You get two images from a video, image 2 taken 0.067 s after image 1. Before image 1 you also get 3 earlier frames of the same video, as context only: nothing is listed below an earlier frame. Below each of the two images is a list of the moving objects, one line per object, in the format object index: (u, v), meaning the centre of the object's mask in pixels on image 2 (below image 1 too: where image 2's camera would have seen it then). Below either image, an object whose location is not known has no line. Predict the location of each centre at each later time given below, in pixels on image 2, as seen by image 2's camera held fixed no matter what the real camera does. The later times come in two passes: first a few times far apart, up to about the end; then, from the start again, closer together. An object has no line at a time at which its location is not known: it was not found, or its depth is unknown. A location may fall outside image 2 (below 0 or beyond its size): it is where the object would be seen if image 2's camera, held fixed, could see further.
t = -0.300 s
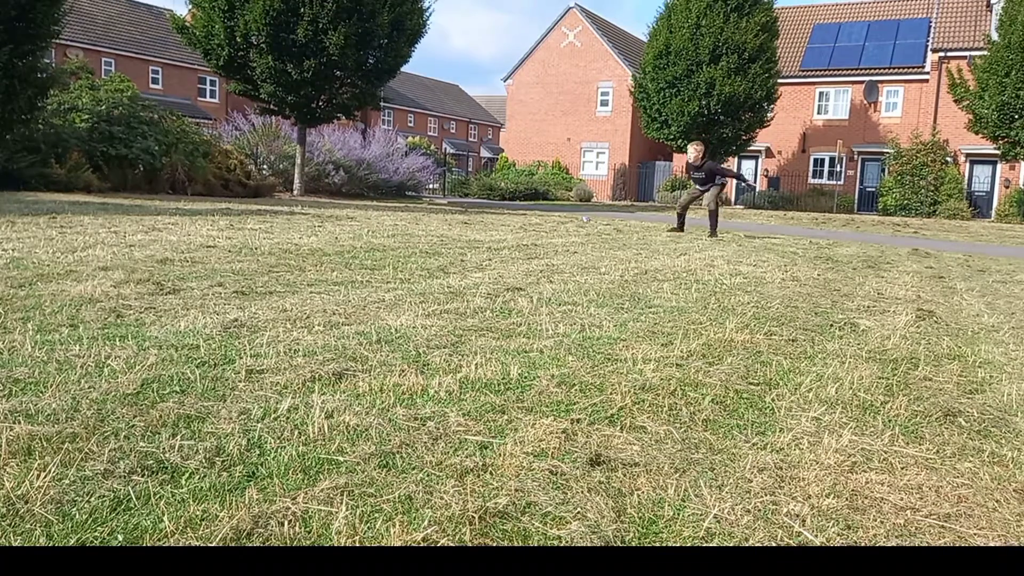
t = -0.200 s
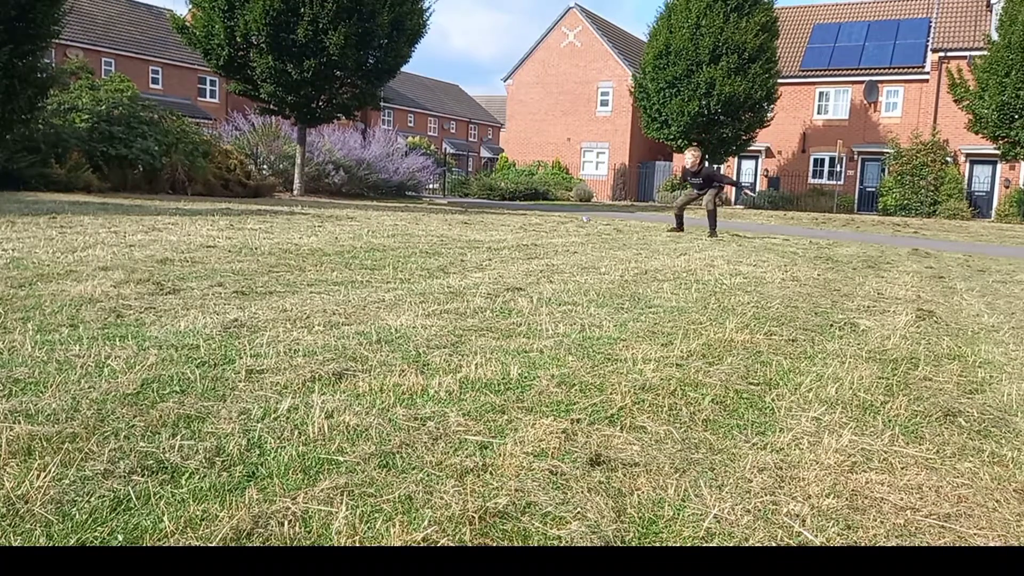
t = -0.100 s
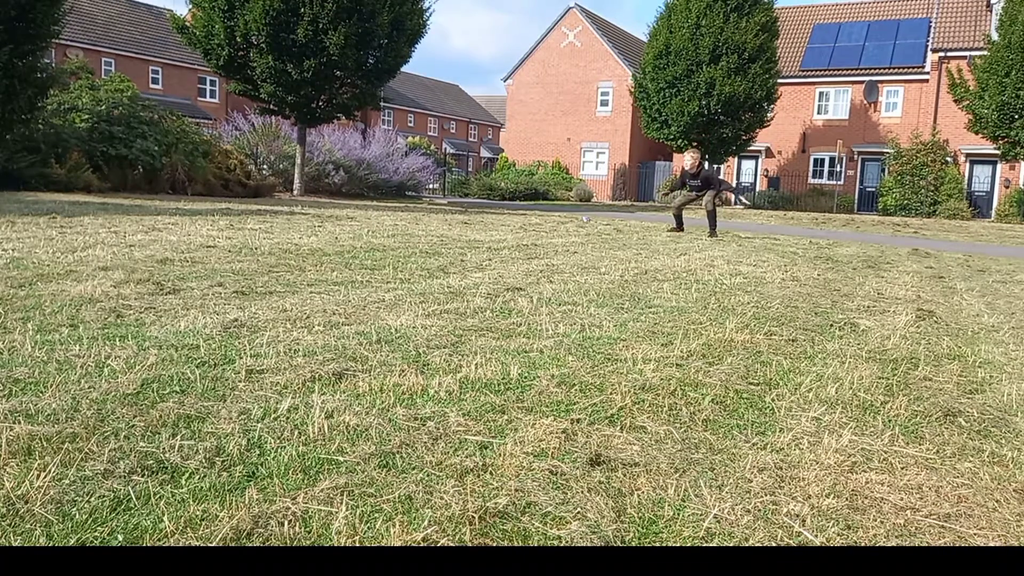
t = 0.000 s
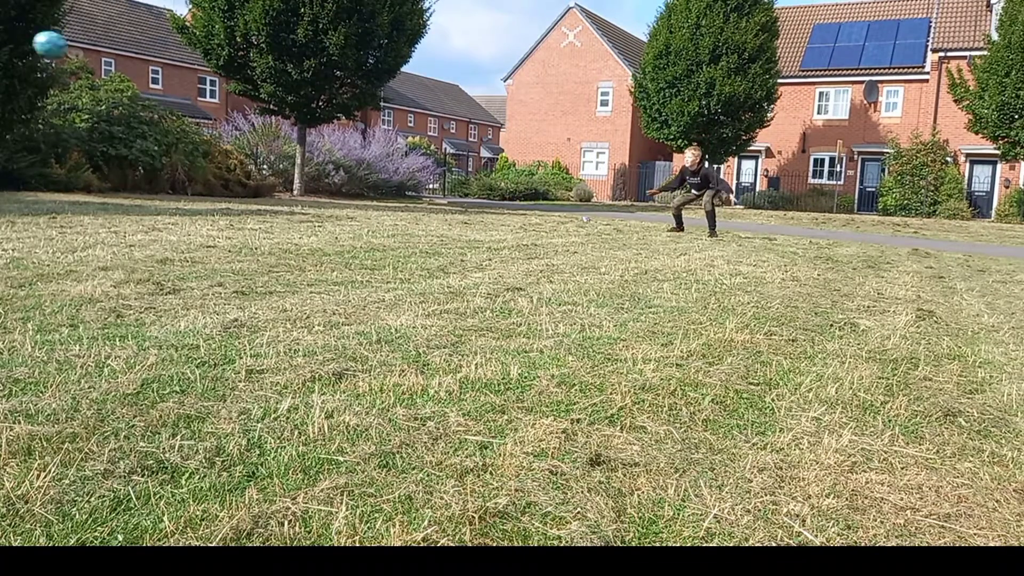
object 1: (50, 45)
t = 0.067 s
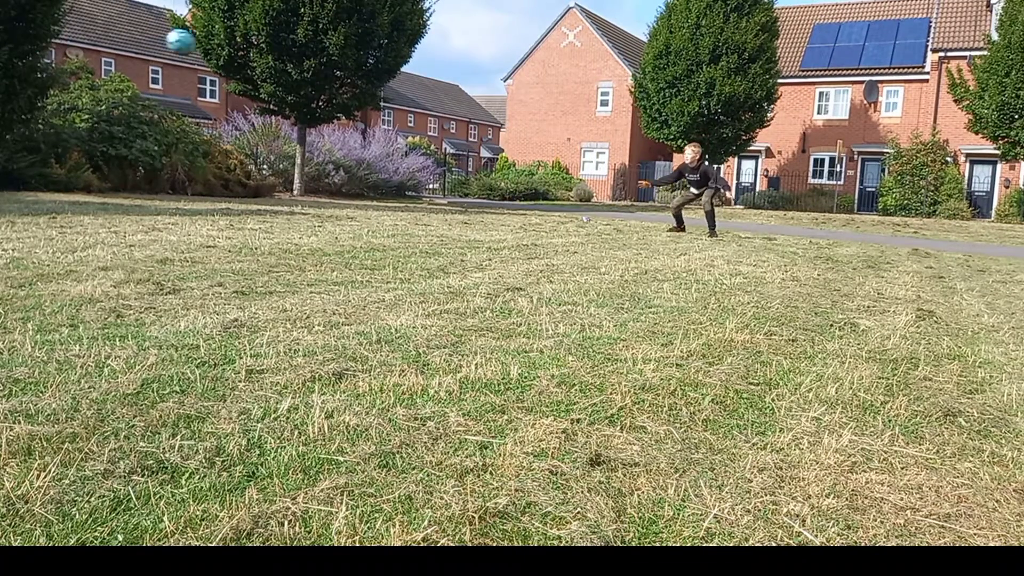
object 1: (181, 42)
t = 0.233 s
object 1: (417, 54)
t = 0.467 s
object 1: (617, 98)
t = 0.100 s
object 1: (237, 43)
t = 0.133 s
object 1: (289, 45)
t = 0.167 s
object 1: (336, 47)
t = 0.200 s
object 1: (378, 50)
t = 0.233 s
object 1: (417, 54)
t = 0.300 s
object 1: (487, 64)
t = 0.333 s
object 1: (517, 70)
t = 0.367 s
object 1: (545, 76)
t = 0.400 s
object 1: (571, 82)
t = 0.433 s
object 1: (595, 90)
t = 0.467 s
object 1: (617, 98)
